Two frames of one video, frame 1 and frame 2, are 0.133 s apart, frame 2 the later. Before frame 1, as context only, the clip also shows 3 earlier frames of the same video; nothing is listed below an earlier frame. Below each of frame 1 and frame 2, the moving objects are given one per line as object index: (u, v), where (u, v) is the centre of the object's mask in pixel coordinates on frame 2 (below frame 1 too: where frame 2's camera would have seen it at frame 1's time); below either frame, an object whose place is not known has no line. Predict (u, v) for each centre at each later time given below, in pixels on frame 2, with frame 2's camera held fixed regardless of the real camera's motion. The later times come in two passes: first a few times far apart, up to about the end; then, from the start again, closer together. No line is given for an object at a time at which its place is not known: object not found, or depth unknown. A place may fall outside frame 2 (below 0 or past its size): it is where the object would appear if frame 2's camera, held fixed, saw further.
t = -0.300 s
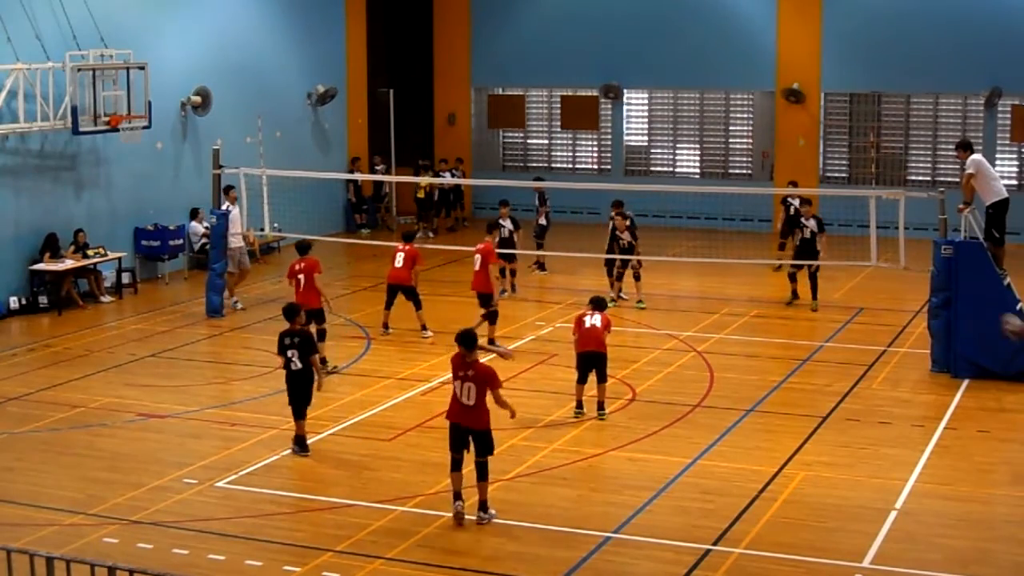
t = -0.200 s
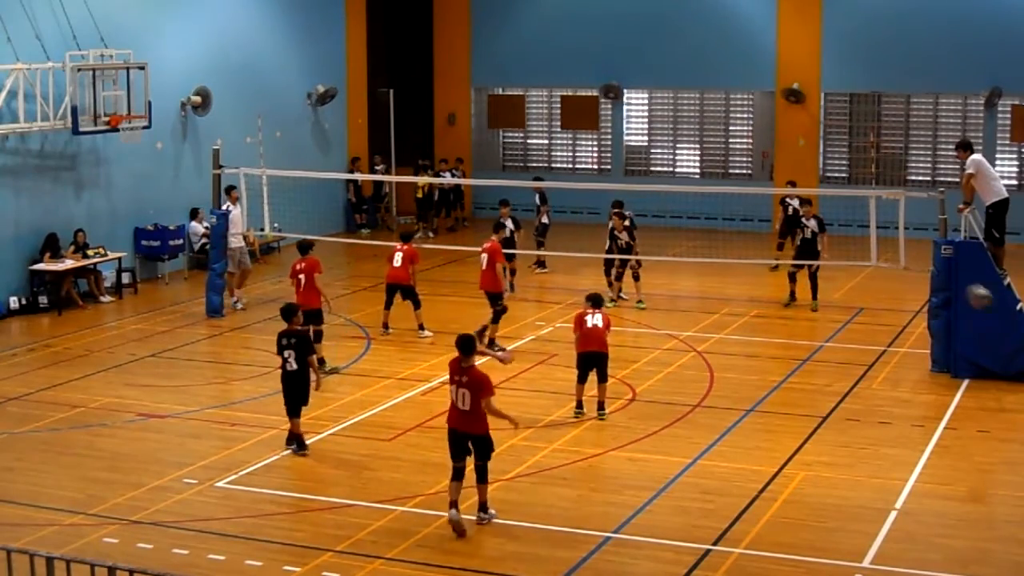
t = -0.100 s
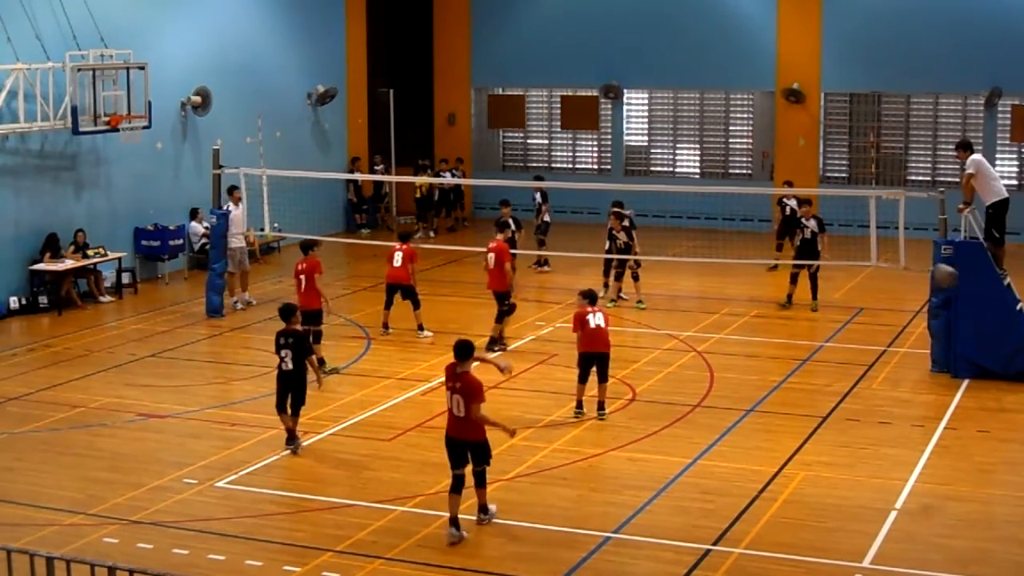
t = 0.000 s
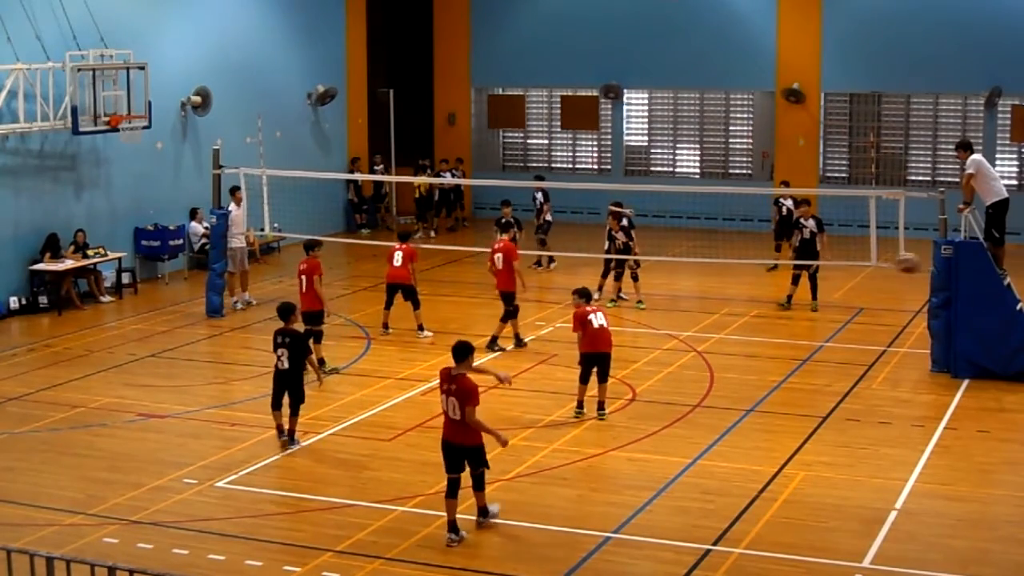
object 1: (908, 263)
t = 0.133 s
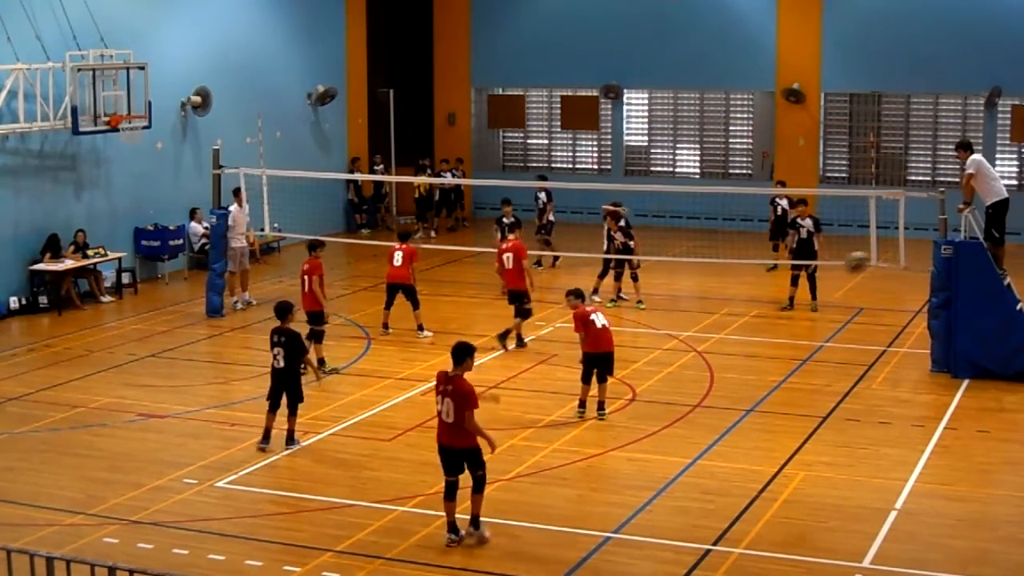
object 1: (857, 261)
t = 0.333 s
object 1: (775, 297)
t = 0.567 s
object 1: (676, 393)
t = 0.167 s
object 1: (844, 265)
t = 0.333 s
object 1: (775, 297)
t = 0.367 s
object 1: (761, 308)
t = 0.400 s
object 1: (748, 319)
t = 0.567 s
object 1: (676, 393)
